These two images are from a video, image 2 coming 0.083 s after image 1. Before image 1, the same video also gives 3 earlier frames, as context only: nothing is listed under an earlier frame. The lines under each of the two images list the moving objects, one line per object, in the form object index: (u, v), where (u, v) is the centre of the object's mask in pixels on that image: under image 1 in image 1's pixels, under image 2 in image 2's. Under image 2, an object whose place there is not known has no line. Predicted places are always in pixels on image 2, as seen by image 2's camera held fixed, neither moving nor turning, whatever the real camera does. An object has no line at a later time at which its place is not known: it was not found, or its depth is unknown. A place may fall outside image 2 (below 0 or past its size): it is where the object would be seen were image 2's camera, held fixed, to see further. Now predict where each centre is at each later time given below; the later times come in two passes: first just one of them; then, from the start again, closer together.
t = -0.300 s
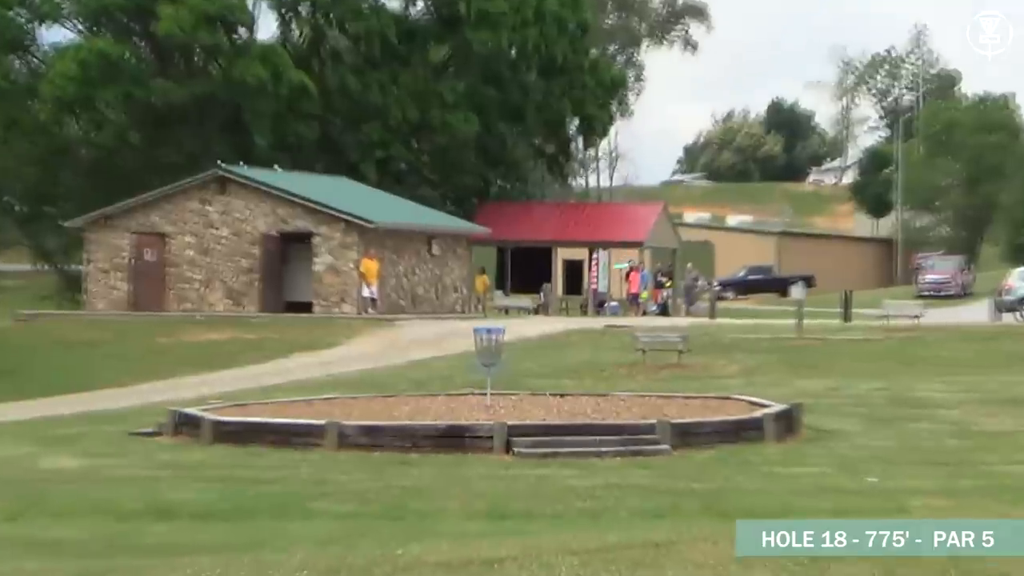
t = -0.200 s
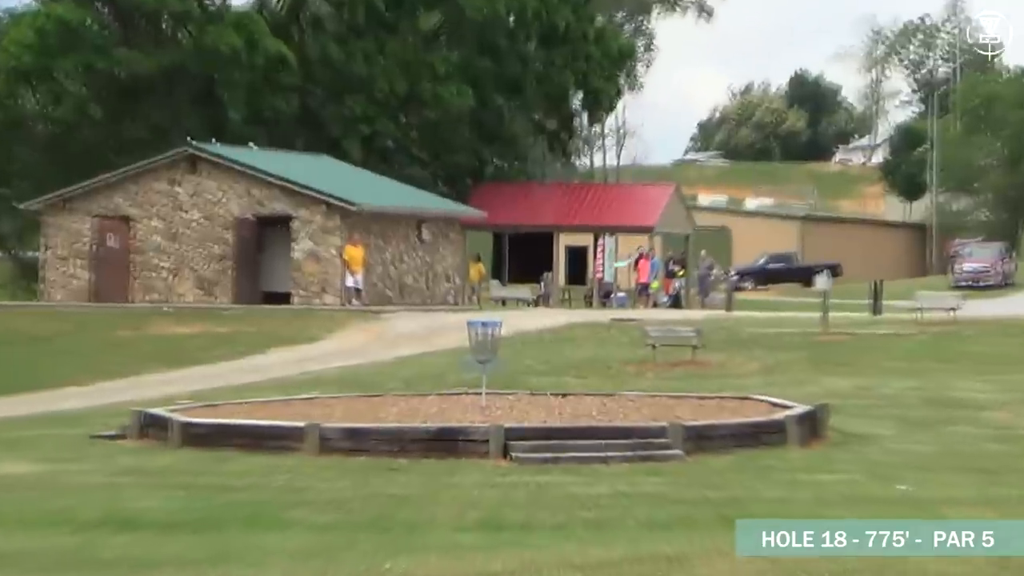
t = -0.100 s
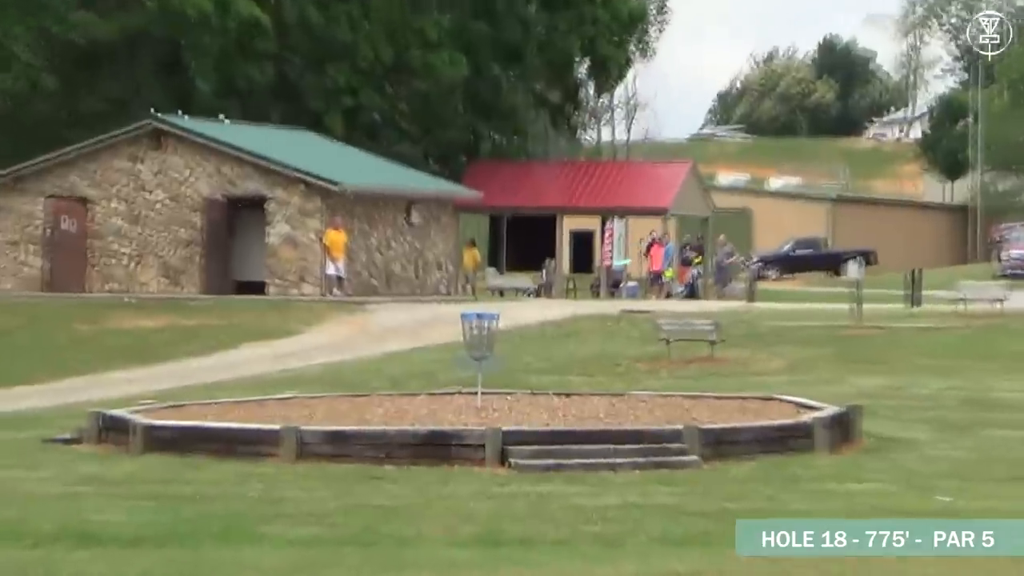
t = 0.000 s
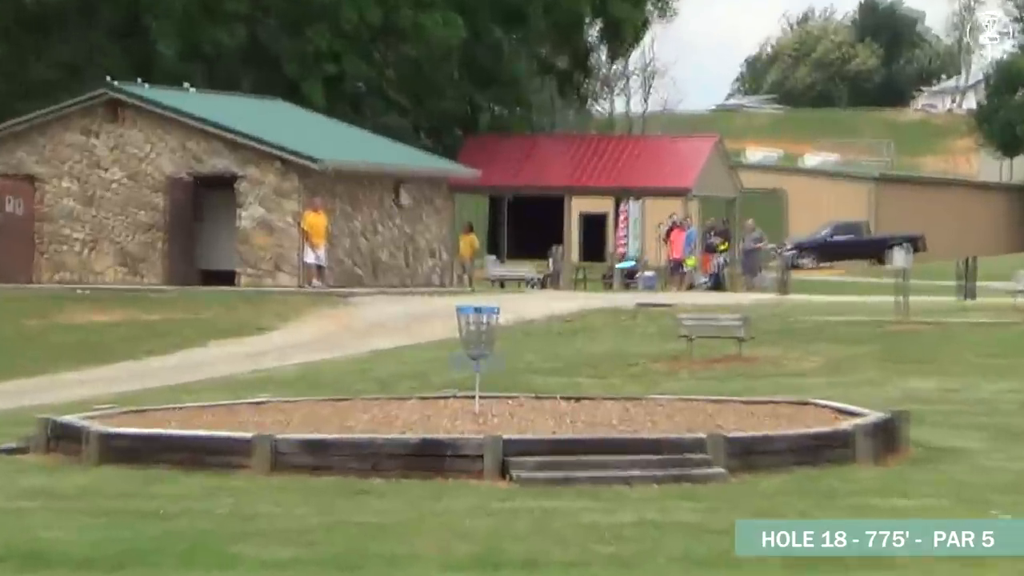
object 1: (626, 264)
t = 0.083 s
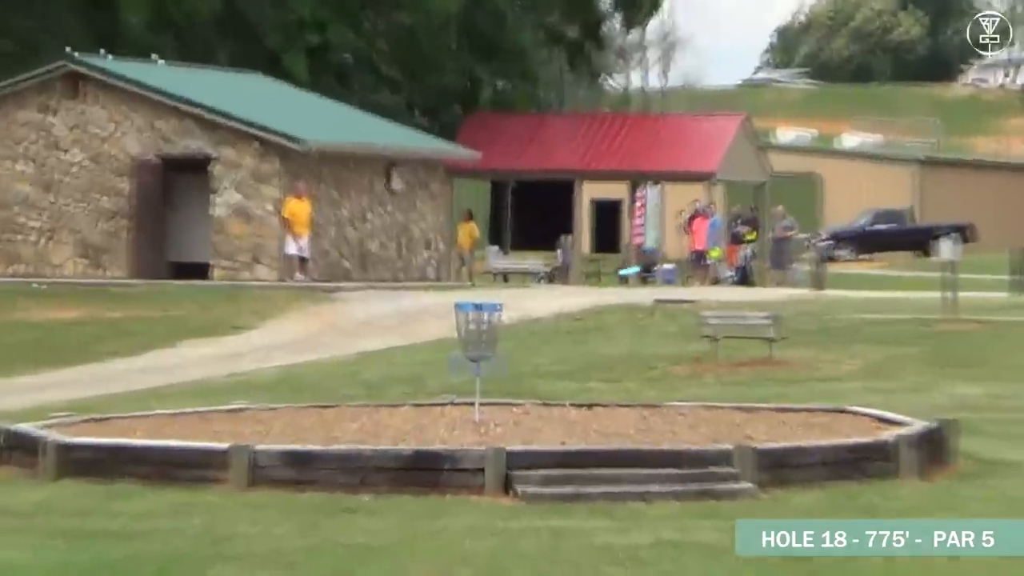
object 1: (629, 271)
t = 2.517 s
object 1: (176, 426)
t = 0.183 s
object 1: (621, 296)
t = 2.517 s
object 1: (176, 426)
